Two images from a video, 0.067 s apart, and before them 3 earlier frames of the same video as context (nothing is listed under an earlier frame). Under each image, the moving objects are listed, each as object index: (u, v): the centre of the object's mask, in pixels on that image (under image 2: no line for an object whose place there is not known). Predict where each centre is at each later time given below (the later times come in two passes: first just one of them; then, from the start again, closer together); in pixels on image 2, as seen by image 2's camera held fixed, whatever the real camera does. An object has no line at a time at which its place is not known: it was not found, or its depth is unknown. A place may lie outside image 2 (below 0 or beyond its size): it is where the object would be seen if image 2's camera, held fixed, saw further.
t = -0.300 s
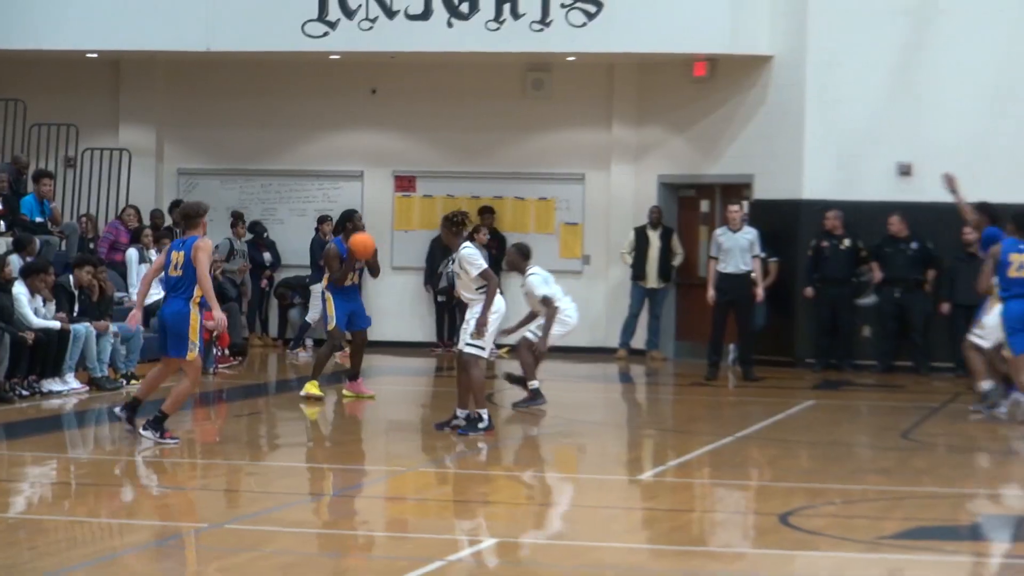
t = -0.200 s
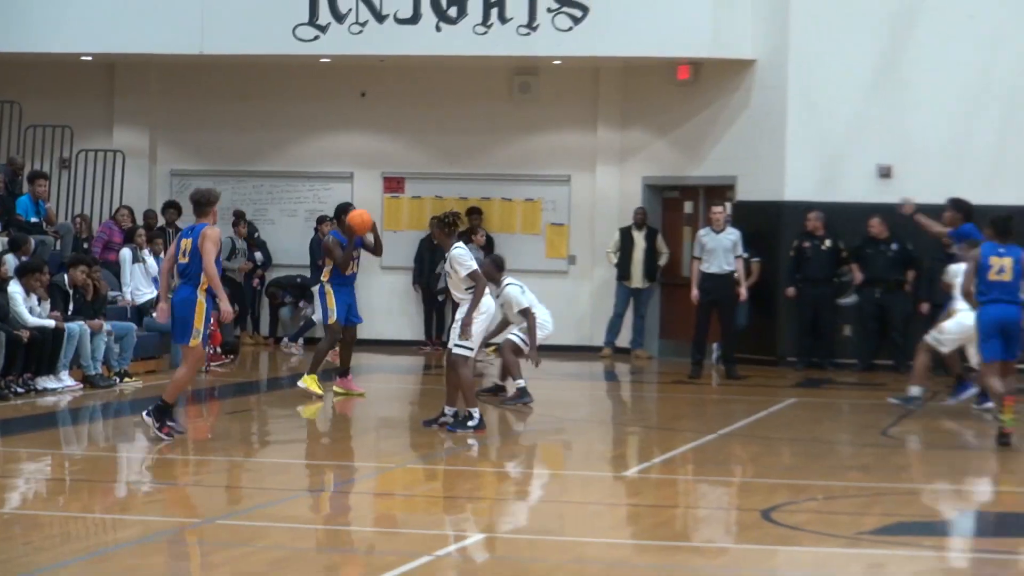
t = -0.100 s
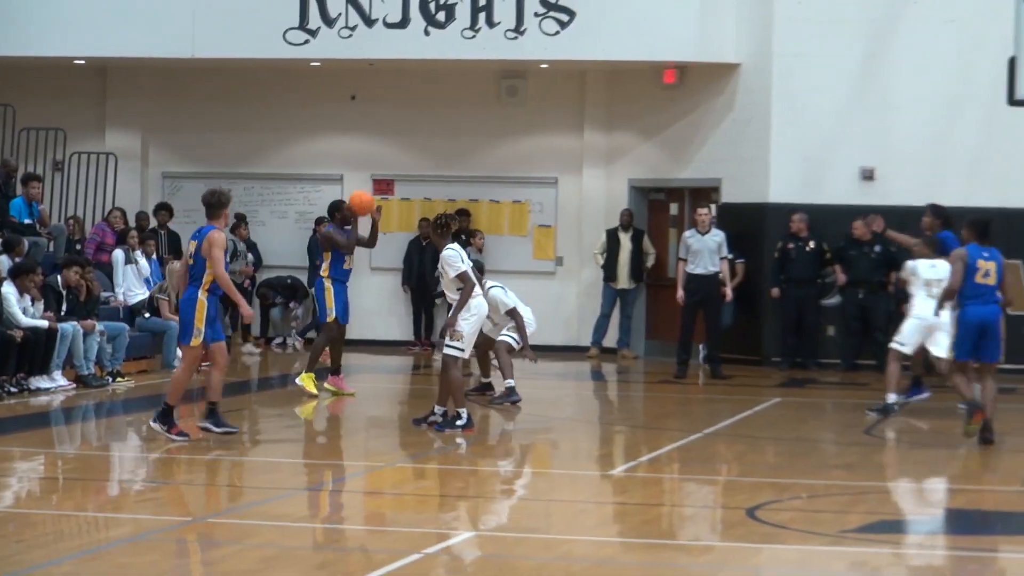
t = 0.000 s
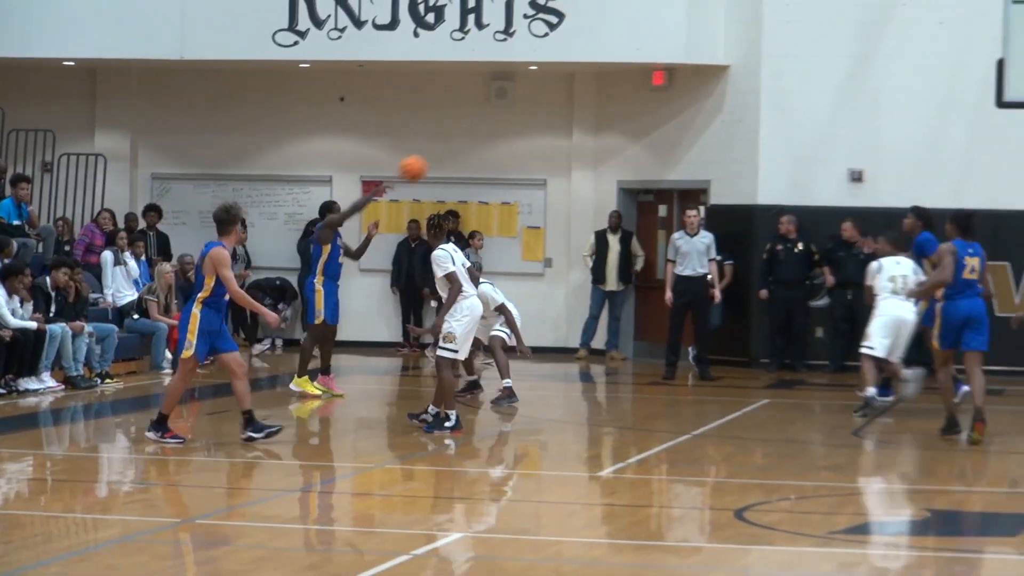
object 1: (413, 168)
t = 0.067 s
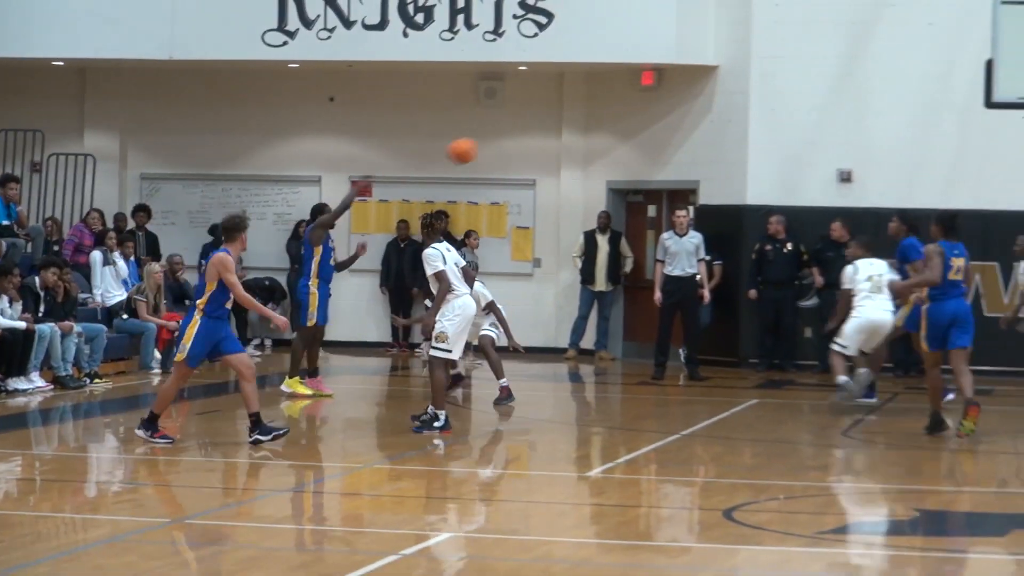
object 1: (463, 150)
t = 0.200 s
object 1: (581, 130)
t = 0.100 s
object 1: (494, 142)
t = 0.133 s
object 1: (523, 137)
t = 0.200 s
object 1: (581, 130)
